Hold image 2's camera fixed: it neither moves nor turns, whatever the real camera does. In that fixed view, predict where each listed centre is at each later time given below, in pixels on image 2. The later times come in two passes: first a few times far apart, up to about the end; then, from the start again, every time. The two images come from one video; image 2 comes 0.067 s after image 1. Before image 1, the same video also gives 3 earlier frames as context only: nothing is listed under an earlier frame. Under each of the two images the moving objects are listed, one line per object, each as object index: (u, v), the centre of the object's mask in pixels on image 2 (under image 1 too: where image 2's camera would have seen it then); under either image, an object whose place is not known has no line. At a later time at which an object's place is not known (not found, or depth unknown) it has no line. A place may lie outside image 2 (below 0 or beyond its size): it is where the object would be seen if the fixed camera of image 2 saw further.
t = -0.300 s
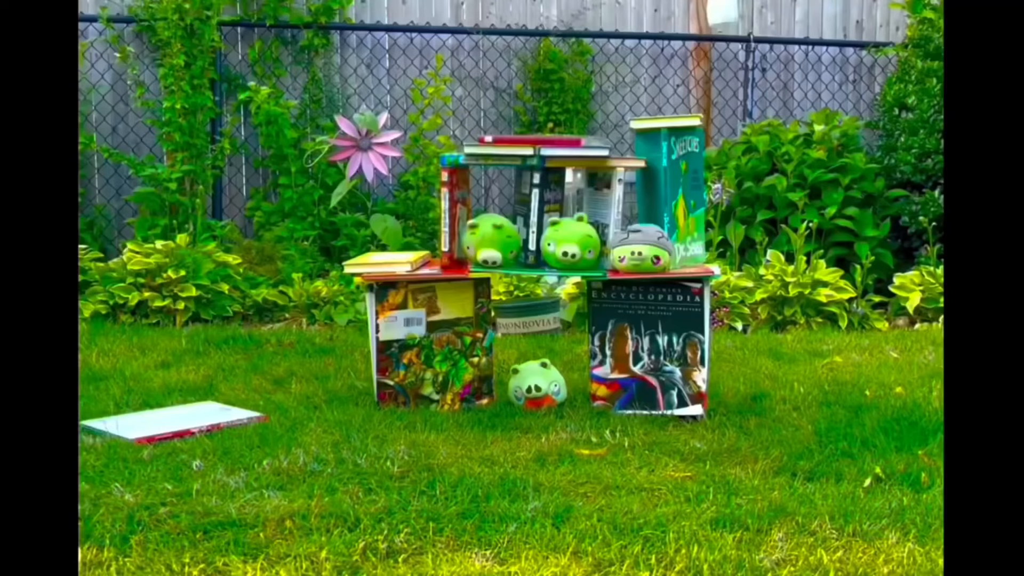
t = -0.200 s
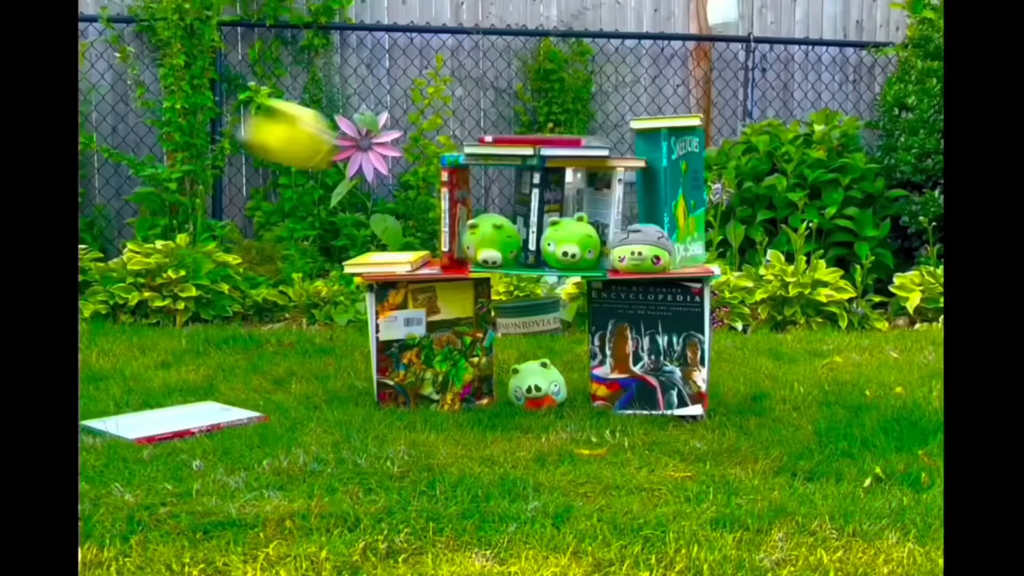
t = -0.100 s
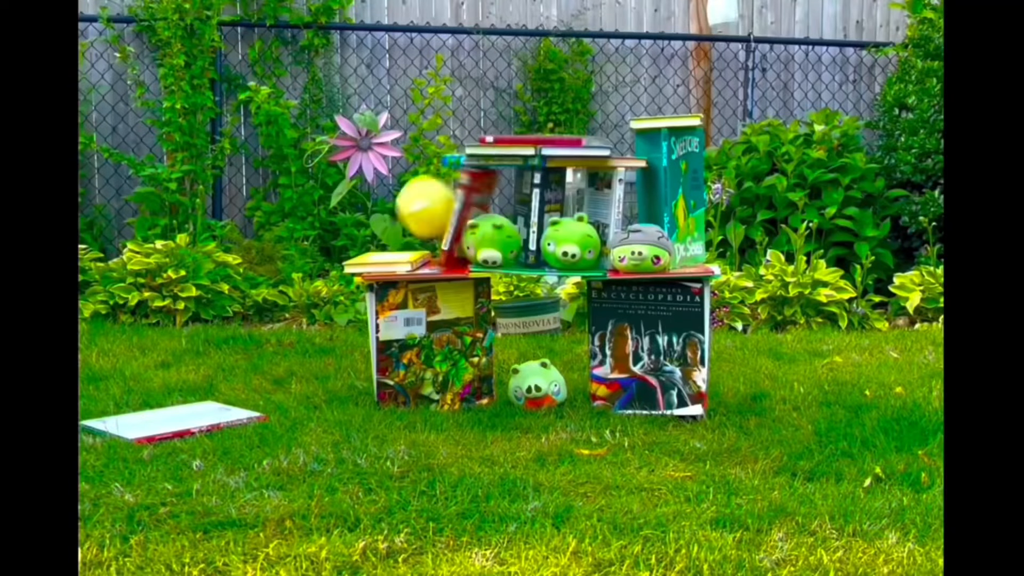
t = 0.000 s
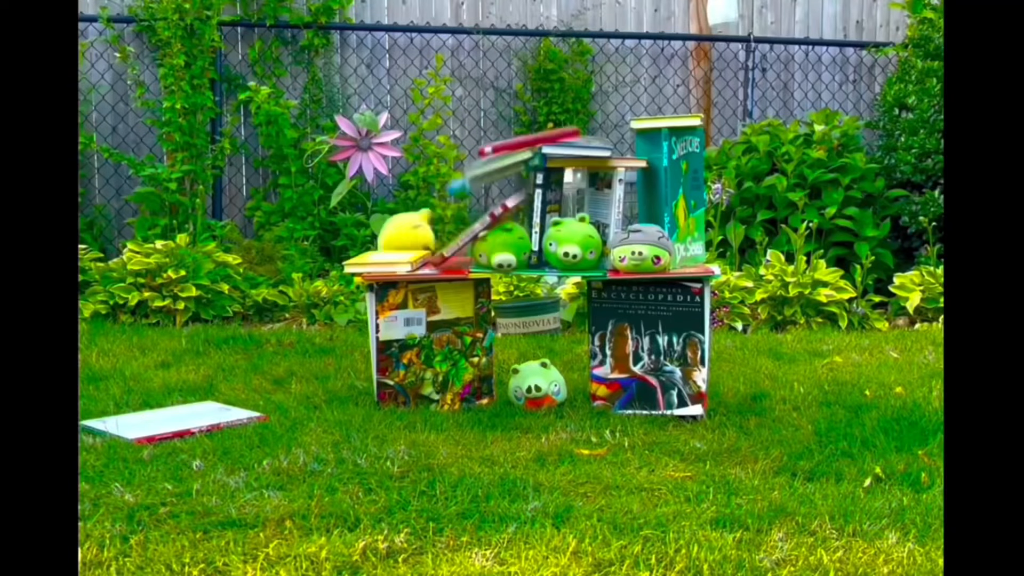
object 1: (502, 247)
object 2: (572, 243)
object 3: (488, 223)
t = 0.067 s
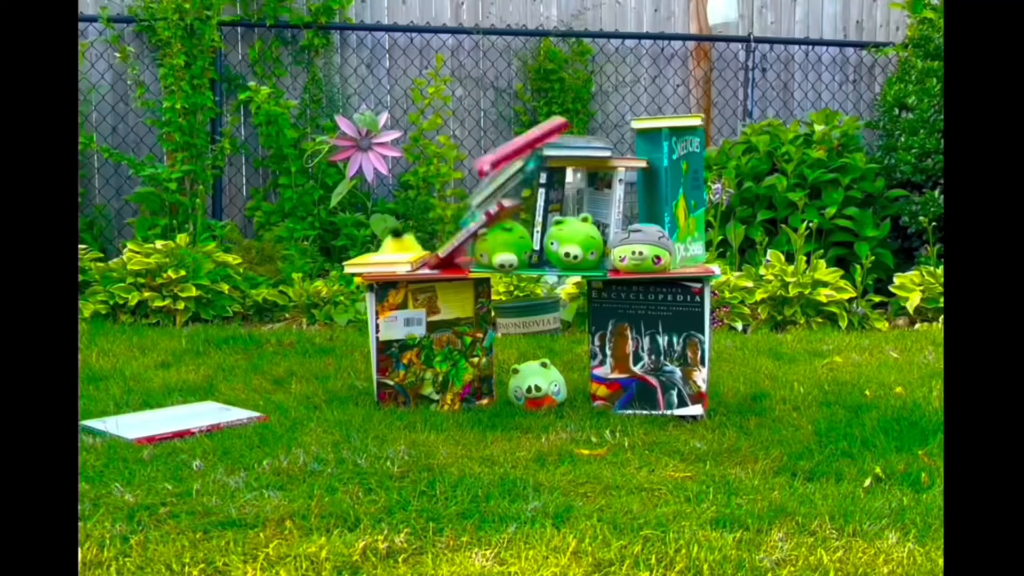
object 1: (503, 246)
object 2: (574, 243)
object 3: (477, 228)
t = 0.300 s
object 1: (507, 252)
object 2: (579, 247)
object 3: (467, 236)
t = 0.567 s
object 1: (510, 251)
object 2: (577, 298)
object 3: (464, 241)
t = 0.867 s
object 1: (516, 257)
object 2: (560, 392)
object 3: (465, 245)
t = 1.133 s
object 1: (540, 398)
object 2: (529, 428)
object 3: (476, 266)
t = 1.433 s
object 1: (549, 418)
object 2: (505, 447)
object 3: (477, 268)
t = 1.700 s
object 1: (583, 434)
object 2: (520, 444)
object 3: (479, 270)
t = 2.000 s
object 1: (582, 435)
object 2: (521, 444)
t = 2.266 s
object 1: (582, 435)
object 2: (522, 444)
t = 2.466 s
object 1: (582, 435)
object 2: (522, 444)
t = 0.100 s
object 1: (505, 248)
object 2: (574, 245)
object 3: (479, 231)
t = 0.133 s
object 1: (505, 248)
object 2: (576, 244)
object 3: (478, 231)
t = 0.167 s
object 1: (506, 248)
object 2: (577, 245)
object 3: (486, 225)
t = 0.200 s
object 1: (508, 250)
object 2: (578, 245)
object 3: (478, 234)
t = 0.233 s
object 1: (508, 253)
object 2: (578, 246)
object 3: (473, 237)
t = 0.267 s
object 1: (508, 255)
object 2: (579, 246)
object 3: (470, 238)
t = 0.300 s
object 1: (507, 252)
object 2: (579, 247)
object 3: (467, 236)
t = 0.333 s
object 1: (506, 249)
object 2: (579, 247)
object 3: (466, 236)
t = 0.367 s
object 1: (506, 248)
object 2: (579, 248)
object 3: (464, 237)
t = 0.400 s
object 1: (507, 249)
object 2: (579, 249)
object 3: (464, 238)
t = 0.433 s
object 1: (509, 250)
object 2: (580, 251)
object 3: (465, 239)
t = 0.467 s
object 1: (510, 252)
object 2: (580, 255)
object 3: (465, 241)
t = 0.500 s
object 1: (510, 252)
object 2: (580, 265)
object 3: (465, 242)
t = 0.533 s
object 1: (510, 252)
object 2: (579, 278)
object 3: (465, 242)
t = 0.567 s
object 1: (510, 251)
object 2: (577, 298)
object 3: (464, 241)
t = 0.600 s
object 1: (511, 252)
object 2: (575, 320)
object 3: (464, 242)
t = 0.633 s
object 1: (511, 252)
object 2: (573, 352)
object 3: (464, 242)
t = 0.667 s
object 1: (511, 252)
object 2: (570, 391)
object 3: (464, 242)
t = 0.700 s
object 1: (512, 253)
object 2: (567, 410)
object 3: (464, 243)
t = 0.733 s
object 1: (513, 253)
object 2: (567, 400)
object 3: (464, 243)
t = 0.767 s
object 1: (513, 253)
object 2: (567, 391)
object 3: (464, 243)
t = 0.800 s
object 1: (514, 254)
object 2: (565, 387)
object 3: (464, 244)
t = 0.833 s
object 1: (515, 255)
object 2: (562, 387)
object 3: (465, 244)
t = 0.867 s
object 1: (516, 257)
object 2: (560, 392)
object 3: (465, 245)
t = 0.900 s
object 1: (518, 261)
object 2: (557, 403)
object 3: (466, 246)
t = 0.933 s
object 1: (521, 269)
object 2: (556, 418)
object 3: (467, 247)
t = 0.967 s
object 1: (524, 283)
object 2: (552, 421)
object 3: (471, 252)
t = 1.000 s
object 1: (528, 304)
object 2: (549, 420)
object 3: (476, 258)
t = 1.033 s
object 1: (530, 330)
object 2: (545, 423)
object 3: (474, 266)
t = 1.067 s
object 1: (533, 366)
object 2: (539, 431)
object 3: (475, 267)
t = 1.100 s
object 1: (536, 389)
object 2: (534, 436)
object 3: (475, 267)
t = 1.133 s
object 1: (540, 398)
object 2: (529, 428)
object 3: (476, 266)
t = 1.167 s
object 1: (540, 391)
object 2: (525, 436)
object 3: (476, 264)
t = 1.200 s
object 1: (539, 392)
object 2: (520, 441)
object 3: (476, 264)
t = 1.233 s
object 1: (539, 394)
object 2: (516, 441)
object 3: (476, 265)
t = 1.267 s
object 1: (541, 401)
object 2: (513, 442)
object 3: (476, 265)
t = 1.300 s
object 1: (544, 414)
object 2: (509, 444)
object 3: (477, 266)
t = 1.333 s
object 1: (548, 427)
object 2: (507, 444)
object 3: (477, 266)
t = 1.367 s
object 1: (548, 425)
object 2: (505, 445)
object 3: (477, 268)
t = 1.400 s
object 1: (546, 420)
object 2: (504, 446)
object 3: (477, 269)
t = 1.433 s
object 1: (549, 418)
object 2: (505, 447)
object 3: (477, 268)
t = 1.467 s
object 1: (553, 420)
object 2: (506, 447)
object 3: (478, 268)
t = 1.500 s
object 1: (559, 427)
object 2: (507, 447)
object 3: (478, 268)
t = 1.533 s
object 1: (567, 436)
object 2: (509, 446)
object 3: (478, 268)
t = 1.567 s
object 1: (571, 437)
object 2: (512, 445)
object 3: (478, 268)
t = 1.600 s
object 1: (575, 434)
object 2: (515, 444)
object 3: (478, 269)
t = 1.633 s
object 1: (578, 434)
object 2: (517, 444)
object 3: (479, 270)
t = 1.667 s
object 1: (581, 434)
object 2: (519, 443)
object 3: (479, 270)
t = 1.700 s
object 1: (583, 434)
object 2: (520, 444)
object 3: (479, 270)
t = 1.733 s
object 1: (583, 434)
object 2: (521, 443)
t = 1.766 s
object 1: (583, 435)
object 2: (521, 444)
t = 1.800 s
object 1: (583, 435)
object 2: (521, 444)
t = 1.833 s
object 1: (583, 435)
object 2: (521, 444)
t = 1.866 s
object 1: (583, 435)
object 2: (521, 444)
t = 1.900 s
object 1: (582, 435)
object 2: (521, 444)
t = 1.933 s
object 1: (583, 435)
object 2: (521, 444)
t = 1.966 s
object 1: (582, 435)
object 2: (521, 444)
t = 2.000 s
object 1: (582, 435)
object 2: (521, 444)
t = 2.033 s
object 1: (582, 435)
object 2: (521, 444)
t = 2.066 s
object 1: (582, 435)
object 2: (522, 444)
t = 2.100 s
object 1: (582, 435)
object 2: (521, 444)
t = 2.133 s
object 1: (582, 435)
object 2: (521, 444)
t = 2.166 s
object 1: (582, 435)
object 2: (521, 444)
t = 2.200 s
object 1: (582, 435)
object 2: (522, 444)
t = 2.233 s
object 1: (582, 435)
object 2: (522, 444)
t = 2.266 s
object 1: (582, 435)
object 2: (522, 444)
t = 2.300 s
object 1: (582, 435)
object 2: (522, 444)
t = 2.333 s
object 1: (582, 435)
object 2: (522, 444)
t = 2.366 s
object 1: (582, 435)
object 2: (521, 444)
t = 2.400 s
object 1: (582, 435)
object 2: (522, 444)
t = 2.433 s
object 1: (582, 435)
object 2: (521, 444)
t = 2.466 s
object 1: (582, 435)
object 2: (522, 444)
